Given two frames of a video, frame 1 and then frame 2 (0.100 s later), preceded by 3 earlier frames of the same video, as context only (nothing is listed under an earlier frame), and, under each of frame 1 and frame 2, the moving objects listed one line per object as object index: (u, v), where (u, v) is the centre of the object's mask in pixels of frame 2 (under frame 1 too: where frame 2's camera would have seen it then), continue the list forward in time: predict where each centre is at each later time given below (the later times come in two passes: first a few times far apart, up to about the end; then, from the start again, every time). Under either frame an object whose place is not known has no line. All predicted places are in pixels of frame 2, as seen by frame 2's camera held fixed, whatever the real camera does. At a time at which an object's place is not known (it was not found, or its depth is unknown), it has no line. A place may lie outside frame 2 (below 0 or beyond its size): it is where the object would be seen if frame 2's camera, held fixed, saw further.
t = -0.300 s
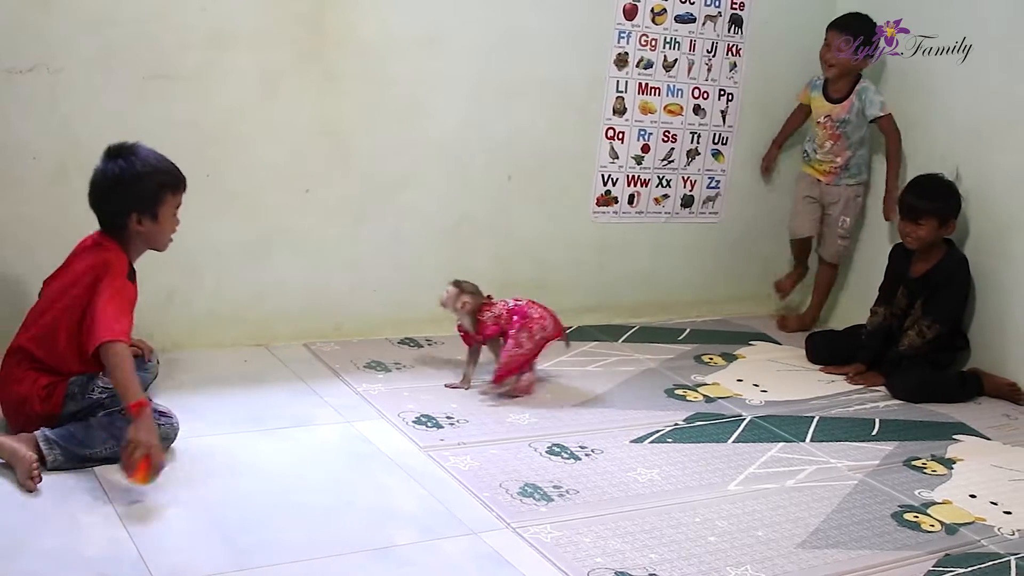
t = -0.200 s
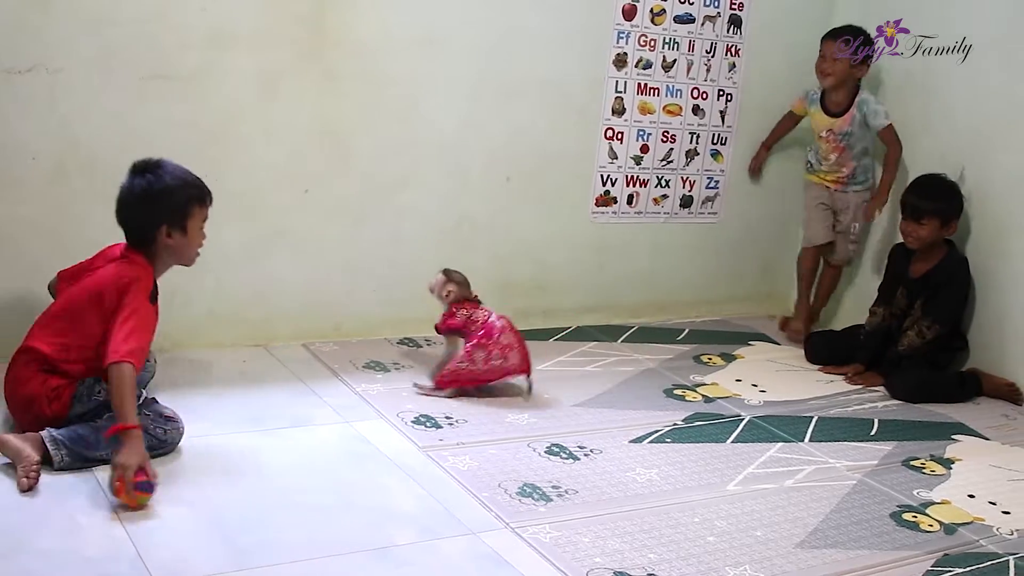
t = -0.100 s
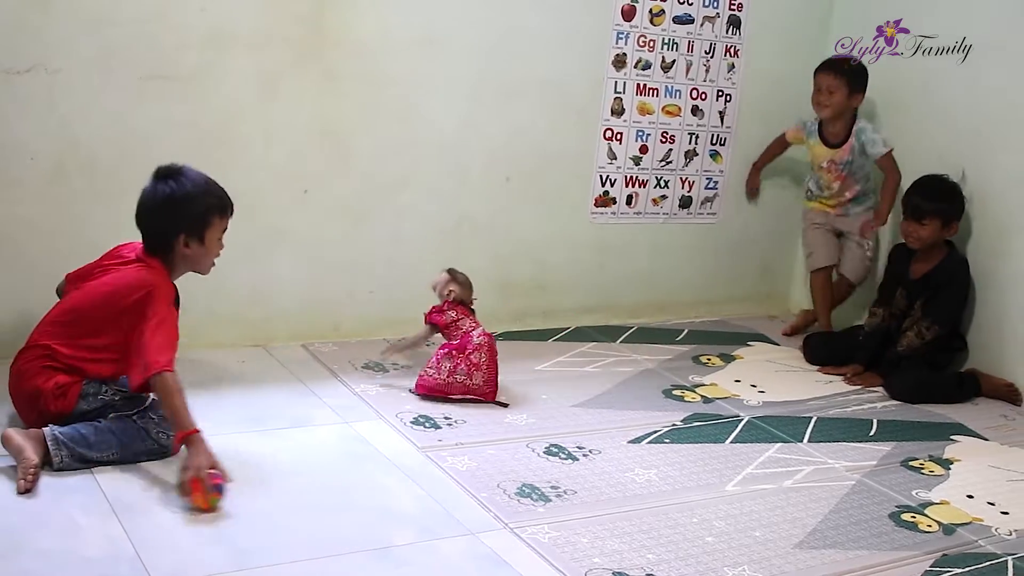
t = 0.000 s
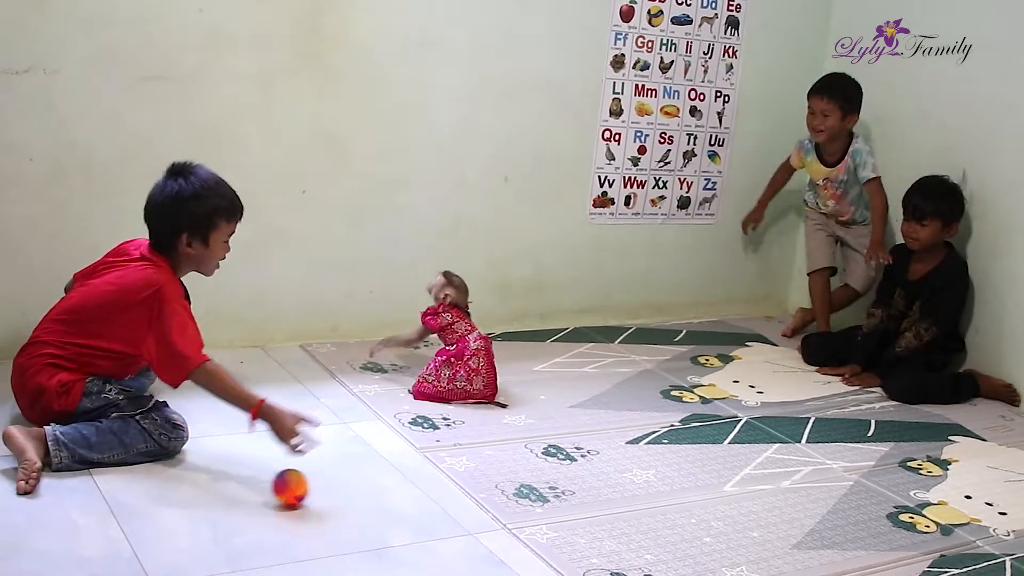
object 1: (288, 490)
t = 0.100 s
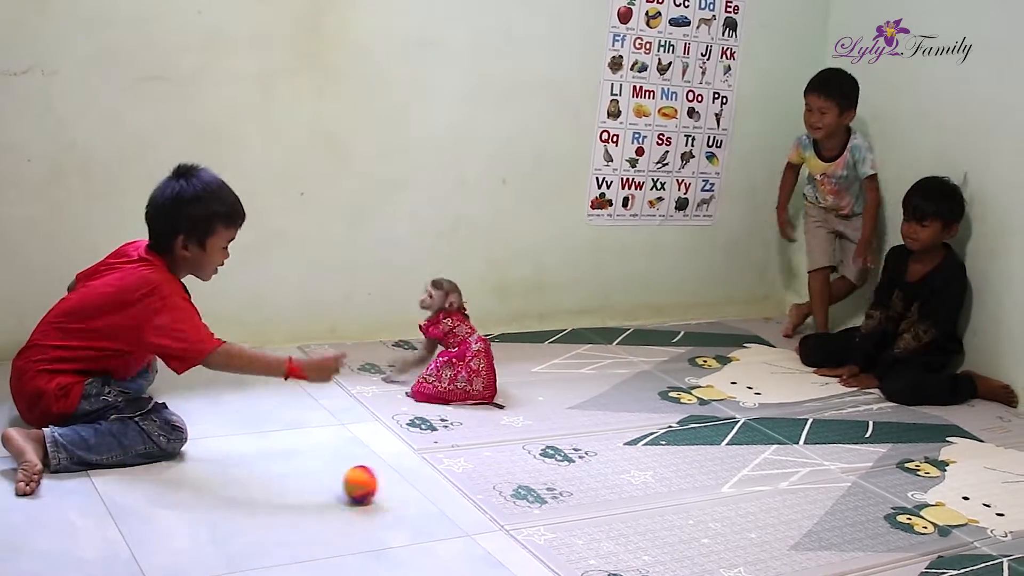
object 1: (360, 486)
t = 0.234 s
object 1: (449, 478)
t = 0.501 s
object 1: (572, 441)
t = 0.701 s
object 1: (646, 437)
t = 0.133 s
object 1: (383, 484)
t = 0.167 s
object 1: (405, 480)
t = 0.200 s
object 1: (428, 478)
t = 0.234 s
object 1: (449, 478)
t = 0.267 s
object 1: (468, 466)
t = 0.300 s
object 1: (484, 456)
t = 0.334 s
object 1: (500, 451)
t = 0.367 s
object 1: (516, 451)
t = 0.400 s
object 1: (531, 457)
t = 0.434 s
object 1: (546, 460)
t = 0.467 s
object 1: (560, 448)
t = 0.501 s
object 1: (572, 441)
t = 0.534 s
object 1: (585, 438)
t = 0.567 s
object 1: (597, 440)
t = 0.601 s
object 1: (608, 449)
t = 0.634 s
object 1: (621, 444)
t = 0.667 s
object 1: (634, 438)
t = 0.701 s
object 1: (646, 437)
